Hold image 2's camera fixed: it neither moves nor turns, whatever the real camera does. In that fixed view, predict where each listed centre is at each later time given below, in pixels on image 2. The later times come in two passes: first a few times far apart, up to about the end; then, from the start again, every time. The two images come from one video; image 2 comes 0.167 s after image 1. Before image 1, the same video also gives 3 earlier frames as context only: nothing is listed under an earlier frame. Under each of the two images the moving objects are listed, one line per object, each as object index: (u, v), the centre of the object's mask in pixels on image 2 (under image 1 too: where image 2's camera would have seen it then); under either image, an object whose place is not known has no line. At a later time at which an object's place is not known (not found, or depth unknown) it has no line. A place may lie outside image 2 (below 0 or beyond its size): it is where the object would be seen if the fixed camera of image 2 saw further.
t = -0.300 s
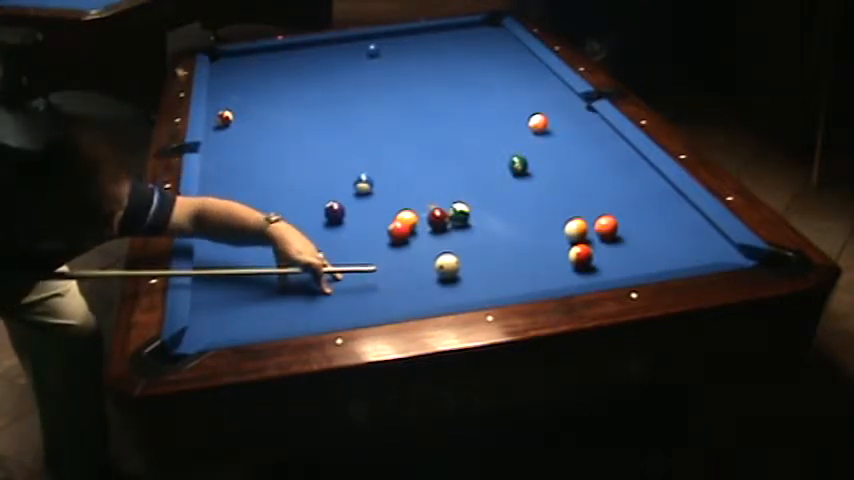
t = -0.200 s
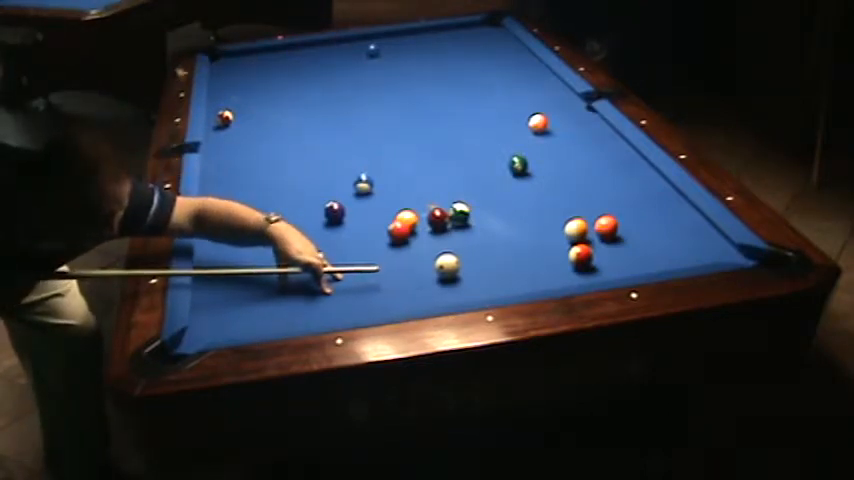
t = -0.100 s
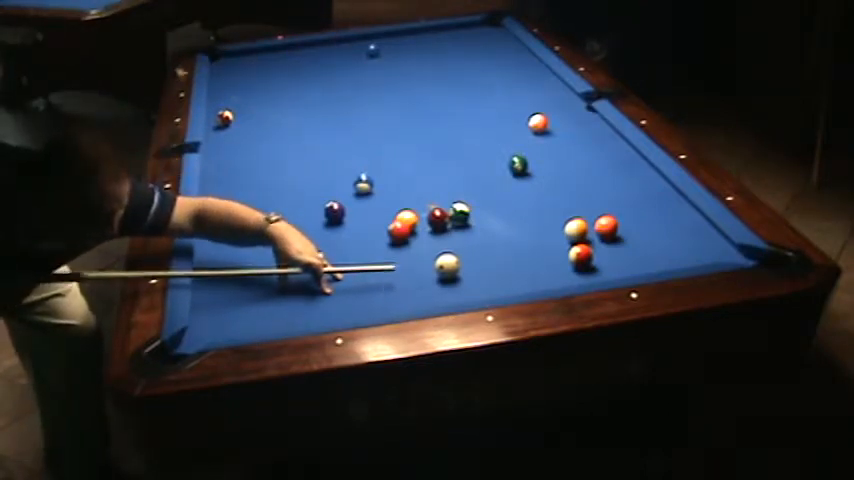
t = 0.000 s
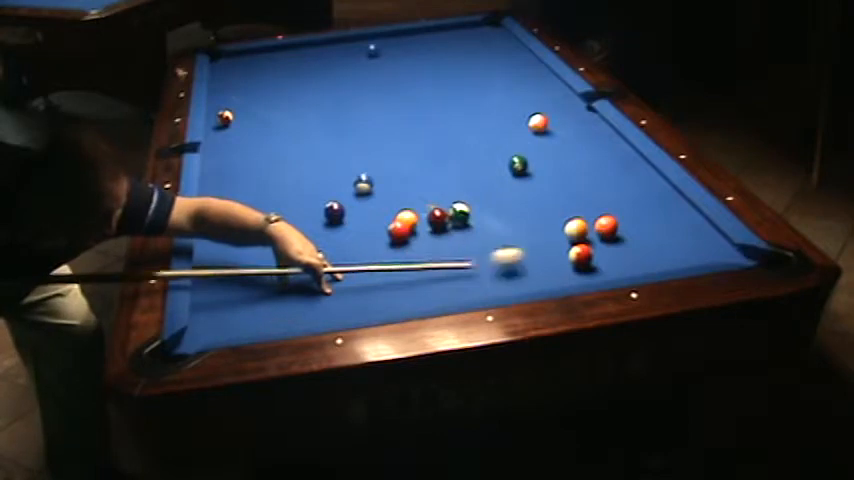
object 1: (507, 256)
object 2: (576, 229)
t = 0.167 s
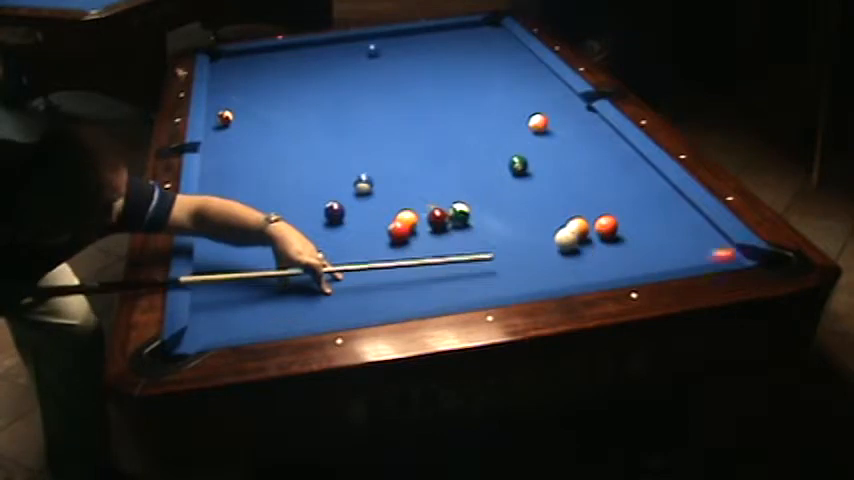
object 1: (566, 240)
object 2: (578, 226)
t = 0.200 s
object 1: (565, 239)
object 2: (581, 224)
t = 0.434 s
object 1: (566, 231)
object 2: (597, 207)
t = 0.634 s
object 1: (567, 226)
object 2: (611, 196)
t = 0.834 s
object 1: (568, 222)
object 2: (622, 186)
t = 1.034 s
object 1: (569, 217)
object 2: (633, 176)
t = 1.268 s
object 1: (570, 212)
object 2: (644, 166)
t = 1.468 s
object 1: (570, 210)
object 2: (631, 162)
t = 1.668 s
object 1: (570, 207)
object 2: (620, 159)
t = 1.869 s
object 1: (571, 205)
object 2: (610, 157)
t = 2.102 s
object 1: (572, 203)
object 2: (598, 154)
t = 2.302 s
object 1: (571, 202)
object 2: (590, 152)
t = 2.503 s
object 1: (572, 202)
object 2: (582, 150)
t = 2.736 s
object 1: (572, 201)
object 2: (574, 147)
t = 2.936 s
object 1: (572, 201)
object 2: (569, 146)
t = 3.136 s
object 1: (572, 201)
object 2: (564, 144)
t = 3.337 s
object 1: (572, 201)
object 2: (559, 143)
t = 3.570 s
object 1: (572, 202)
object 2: (556, 141)
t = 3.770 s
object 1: (572, 201)
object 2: (553, 141)
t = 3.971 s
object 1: (572, 201)
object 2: (551, 140)
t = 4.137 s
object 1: (577, 197)
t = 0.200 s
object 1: (565, 239)
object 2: (581, 224)
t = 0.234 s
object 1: (565, 238)
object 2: (583, 221)
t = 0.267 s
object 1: (566, 236)
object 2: (585, 219)
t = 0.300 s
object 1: (566, 236)
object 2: (588, 216)
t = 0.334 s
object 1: (566, 235)
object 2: (590, 213)
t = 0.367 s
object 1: (566, 234)
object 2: (593, 211)
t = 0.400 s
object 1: (566, 232)
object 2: (594, 210)
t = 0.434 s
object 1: (566, 231)
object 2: (597, 207)
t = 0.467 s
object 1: (566, 231)
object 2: (600, 205)
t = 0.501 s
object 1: (566, 230)
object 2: (603, 204)
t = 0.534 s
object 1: (566, 229)
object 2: (605, 203)
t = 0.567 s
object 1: (567, 228)
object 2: (607, 201)
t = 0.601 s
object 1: (566, 227)
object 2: (609, 199)
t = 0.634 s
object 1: (567, 226)
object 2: (611, 196)
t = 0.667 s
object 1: (567, 226)
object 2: (613, 194)
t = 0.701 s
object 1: (567, 225)
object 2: (615, 193)
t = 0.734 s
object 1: (567, 223)
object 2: (617, 191)
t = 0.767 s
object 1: (567, 223)
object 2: (619, 189)
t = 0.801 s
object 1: (568, 222)
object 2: (620, 187)
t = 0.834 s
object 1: (568, 222)
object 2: (622, 186)
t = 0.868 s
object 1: (568, 221)
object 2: (624, 184)
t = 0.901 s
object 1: (568, 220)
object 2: (626, 183)
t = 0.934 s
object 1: (568, 219)
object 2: (628, 180)
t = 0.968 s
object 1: (568, 218)
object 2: (630, 179)
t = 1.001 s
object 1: (568, 217)
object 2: (632, 177)
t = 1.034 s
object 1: (569, 217)
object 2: (633, 176)
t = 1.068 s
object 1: (569, 216)
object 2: (635, 174)
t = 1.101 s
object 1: (569, 216)
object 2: (637, 172)
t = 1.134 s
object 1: (569, 215)
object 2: (638, 171)
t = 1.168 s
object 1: (569, 214)
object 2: (639, 170)
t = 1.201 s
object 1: (569, 214)
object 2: (641, 168)
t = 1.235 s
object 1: (569, 213)
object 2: (643, 167)
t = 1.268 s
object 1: (570, 212)
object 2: (644, 166)
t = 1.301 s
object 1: (570, 212)
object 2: (641, 165)
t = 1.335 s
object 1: (570, 211)
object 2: (639, 164)
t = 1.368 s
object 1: (570, 211)
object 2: (637, 164)
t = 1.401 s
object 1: (570, 210)
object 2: (635, 163)
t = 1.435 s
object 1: (570, 210)
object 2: (634, 163)
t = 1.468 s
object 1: (570, 210)
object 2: (631, 162)
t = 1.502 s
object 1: (570, 209)
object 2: (629, 162)
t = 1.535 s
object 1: (570, 209)
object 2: (627, 161)
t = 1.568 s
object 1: (570, 208)
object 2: (625, 161)
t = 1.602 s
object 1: (570, 208)
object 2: (623, 160)
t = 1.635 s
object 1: (570, 208)
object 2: (621, 160)
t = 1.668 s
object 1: (570, 207)
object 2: (620, 159)
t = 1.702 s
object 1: (570, 207)
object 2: (618, 159)
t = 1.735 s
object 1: (571, 206)
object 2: (616, 159)
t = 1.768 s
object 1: (571, 206)
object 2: (615, 158)
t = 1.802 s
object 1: (570, 205)
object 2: (613, 157)
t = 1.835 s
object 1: (571, 205)
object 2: (611, 157)
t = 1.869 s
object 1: (571, 205)
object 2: (610, 157)
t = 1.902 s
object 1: (571, 205)
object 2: (608, 156)
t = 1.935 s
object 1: (570, 204)
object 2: (606, 156)
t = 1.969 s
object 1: (571, 204)
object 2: (605, 155)
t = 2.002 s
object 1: (571, 204)
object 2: (603, 155)
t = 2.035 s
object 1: (571, 204)
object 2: (601, 154)
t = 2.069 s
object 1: (571, 203)
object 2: (600, 154)
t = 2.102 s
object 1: (572, 203)
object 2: (598, 154)
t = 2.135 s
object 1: (572, 203)
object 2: (597, 154)
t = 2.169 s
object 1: (572, 203)
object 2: (596, 153)
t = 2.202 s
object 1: (571, 202)
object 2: (594, 153)
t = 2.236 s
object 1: (571, 202)
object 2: (593, 152)
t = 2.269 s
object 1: (572, 202)
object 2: (592, 152)
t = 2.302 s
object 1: (571, 202)
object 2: (590, 152)
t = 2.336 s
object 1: (572, 202)
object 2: (589, 151)
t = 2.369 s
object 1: (572, 202)
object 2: (588, 151)
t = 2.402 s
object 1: (571, 202)
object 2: (586, 150)
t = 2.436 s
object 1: (571, 202)
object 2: (585, 150)
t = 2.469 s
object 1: (572, 202)
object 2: (583, 150)
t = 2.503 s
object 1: (572, 202)
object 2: (582, 150)
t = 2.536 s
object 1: (572, 202)
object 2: (581, 149)
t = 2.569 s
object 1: (572, 202)
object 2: (580, 149)
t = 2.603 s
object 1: (572, 201)
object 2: (579, 149)
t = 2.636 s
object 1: (572, 201)
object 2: (577, 148)
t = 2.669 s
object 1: (572, 201)
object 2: (576, 148)
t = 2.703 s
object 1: (572, 201)
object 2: (575, 148)
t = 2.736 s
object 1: (572, 201)
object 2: (574, 147)
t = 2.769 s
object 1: (572, 201)
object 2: (573, 147)
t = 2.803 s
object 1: (572, 201)
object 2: (572, 147)
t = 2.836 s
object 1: (572, 201)
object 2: (571, 147)
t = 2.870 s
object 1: (572, 201)
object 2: (570, 146)
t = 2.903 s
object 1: (572, 201)
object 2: (570, 146)
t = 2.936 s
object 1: (572, 201)
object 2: (569, 146)
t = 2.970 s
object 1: (572, 201)
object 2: (568, 146)
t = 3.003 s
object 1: (572, 201)
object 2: (567, 145)
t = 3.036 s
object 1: (572, 201)
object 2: (566, 145)
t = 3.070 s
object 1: (572, 201)
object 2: (565, 145)
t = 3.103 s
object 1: (572, 201)
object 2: (565, 145)
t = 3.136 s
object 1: (572, 201)
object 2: (564, 144)
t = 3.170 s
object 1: (572, 201)
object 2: (563, 144)
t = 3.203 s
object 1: (572, 201)
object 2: (562, 144)
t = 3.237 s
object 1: (572, 201)
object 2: (562, 143)
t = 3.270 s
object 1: (572, 201)
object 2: (561, 143)
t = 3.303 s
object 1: (572, 201)
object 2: (560, 143)
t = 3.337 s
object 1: (572, 201)
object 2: (559, 143)
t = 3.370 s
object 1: (572, 202)
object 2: (559, 143)
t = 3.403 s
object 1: (572, 202)
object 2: (558, 142)
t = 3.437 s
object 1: (572, 202)
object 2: (558, 142)
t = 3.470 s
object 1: (572, 202)
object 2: (557, 142)
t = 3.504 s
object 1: (572, 202)
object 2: (557, 142)
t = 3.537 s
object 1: (572, 202)
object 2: (556, 142)
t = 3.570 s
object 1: (572, 202)
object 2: (556, 141)
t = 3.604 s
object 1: (572, 202)
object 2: (555, 141)
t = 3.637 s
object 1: (572, 202)
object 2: (555, 141)
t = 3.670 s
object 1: (572, 202)
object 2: (554, 141)
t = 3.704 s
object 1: (572, 202)
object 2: (554, 141)
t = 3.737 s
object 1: (572, 201)
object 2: (554, 141)
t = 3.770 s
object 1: (572, 201)
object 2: (553, 141)
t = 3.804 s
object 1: (572, 201)
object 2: (553, 141)
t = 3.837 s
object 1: (572, 201)
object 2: (552, 141)
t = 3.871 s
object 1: (572, 201)
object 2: (552, 140)
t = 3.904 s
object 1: (572, 202)
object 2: (552, 140)
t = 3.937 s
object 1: (572, 202)
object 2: (552, 140)
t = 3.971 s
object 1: (572, 201)
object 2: (551, 140)
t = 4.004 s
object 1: (572, 202)
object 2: (551, 140)
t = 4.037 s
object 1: (572, 202)
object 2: (551, 140)
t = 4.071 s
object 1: (572, 201)
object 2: (550, 140)
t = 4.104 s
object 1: (572, 201)
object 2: (550, 139)
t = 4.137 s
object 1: (577, 197)
